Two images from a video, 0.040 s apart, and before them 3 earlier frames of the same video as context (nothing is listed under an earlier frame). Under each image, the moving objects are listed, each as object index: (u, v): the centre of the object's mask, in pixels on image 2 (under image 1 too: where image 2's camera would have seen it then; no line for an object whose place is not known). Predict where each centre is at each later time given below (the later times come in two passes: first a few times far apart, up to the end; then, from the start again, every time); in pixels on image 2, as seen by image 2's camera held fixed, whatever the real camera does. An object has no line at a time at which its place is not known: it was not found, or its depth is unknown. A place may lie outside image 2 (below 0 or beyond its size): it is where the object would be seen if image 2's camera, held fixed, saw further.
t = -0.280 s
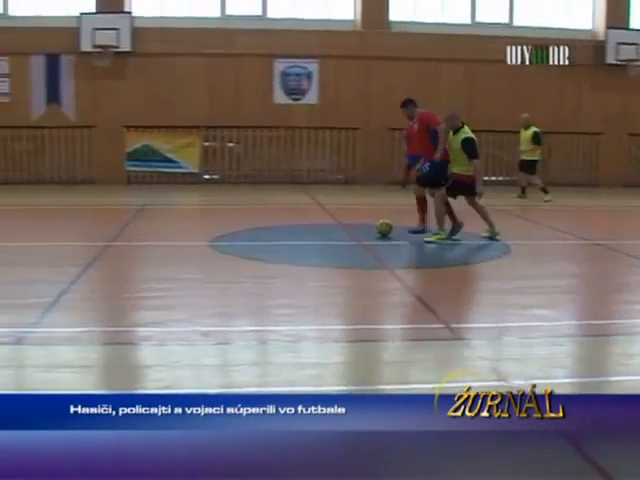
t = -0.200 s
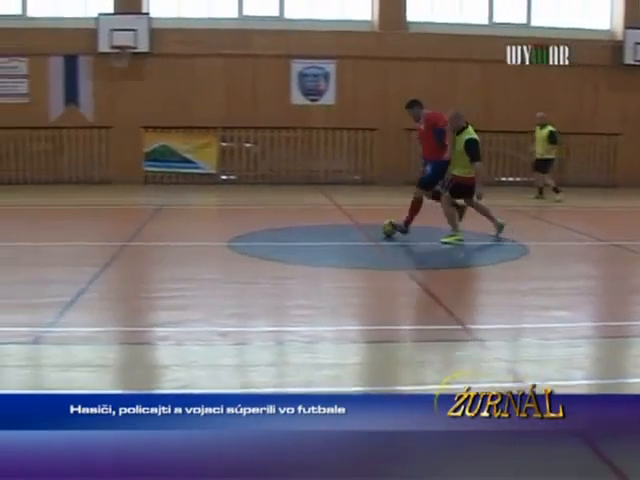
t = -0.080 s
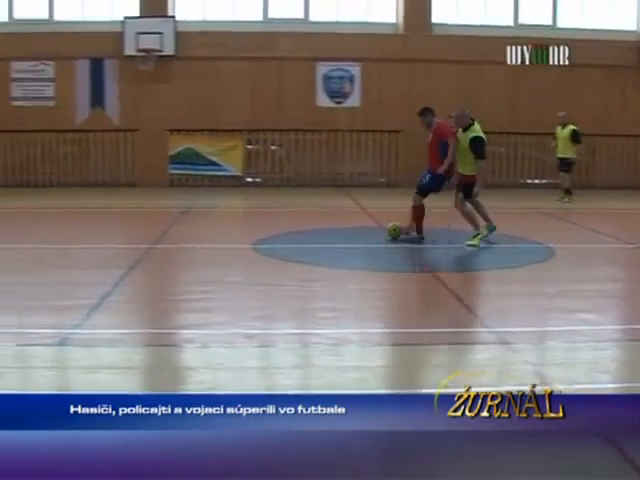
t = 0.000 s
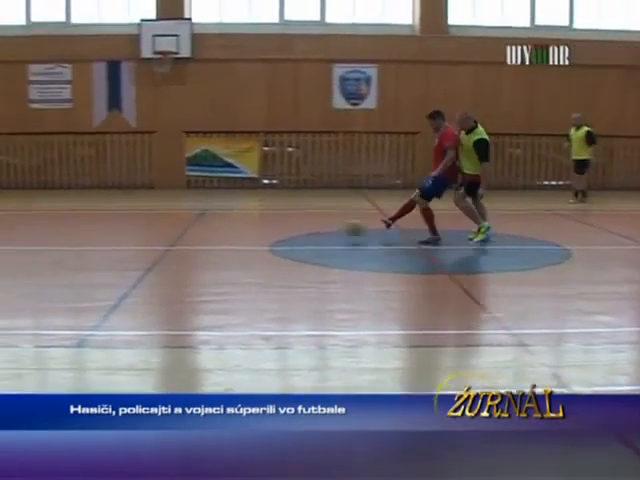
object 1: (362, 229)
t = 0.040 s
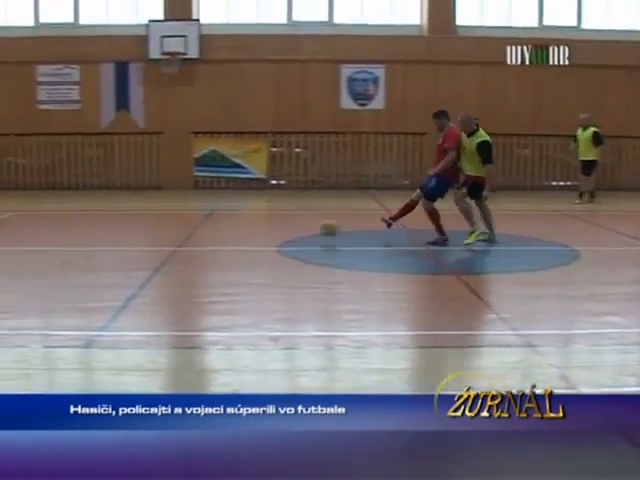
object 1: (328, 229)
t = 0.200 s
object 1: (192, 239)
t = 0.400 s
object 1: (31, 243)
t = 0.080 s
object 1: (295, 229)
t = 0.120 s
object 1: (261, 230)
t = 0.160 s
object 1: (227, 232)
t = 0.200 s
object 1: (192, 239)
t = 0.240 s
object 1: (159, 238)
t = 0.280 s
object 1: (127, 239)
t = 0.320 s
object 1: (95, 240)
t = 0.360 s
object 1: (61, 243)
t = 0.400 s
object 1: (31, 243)
